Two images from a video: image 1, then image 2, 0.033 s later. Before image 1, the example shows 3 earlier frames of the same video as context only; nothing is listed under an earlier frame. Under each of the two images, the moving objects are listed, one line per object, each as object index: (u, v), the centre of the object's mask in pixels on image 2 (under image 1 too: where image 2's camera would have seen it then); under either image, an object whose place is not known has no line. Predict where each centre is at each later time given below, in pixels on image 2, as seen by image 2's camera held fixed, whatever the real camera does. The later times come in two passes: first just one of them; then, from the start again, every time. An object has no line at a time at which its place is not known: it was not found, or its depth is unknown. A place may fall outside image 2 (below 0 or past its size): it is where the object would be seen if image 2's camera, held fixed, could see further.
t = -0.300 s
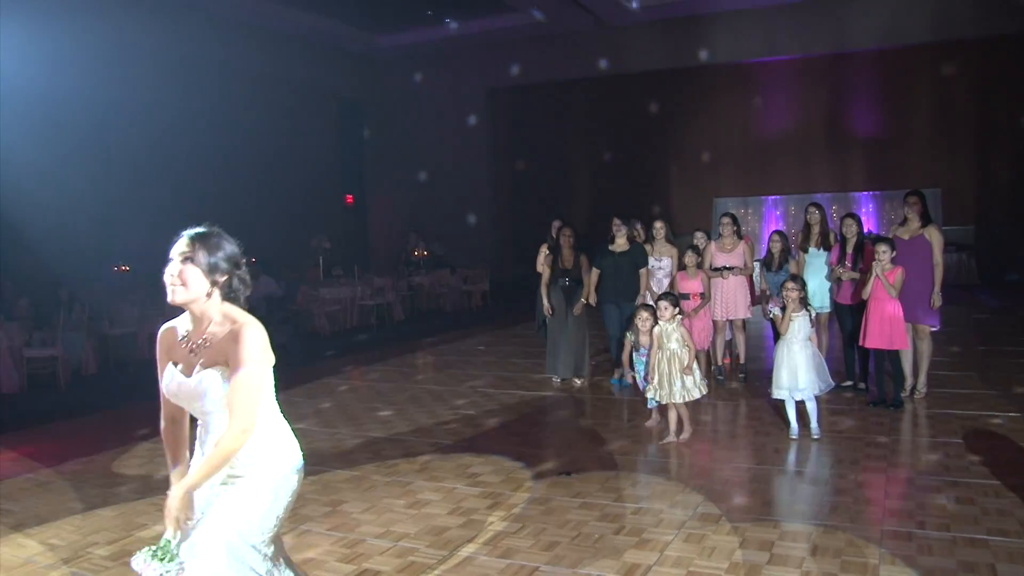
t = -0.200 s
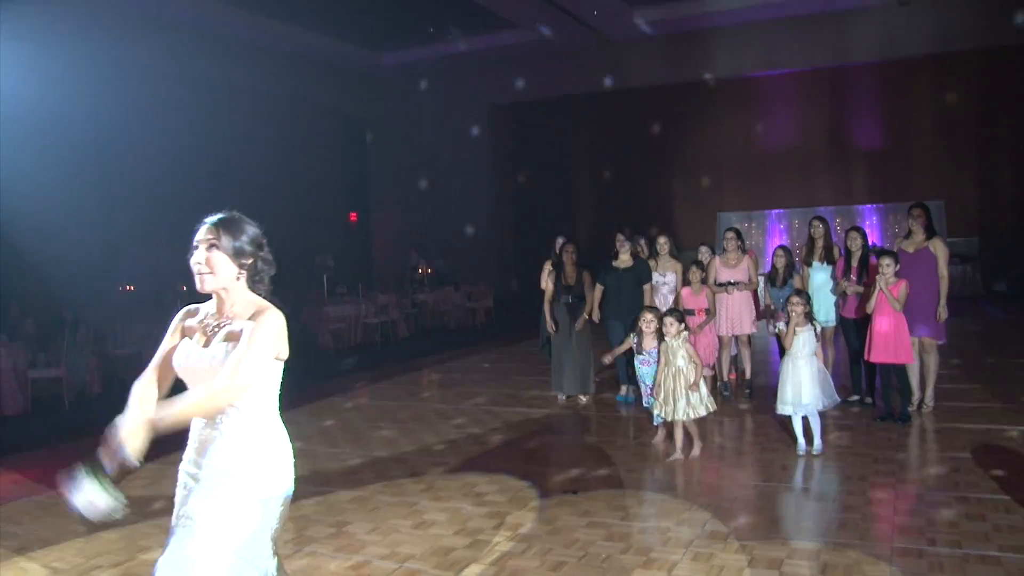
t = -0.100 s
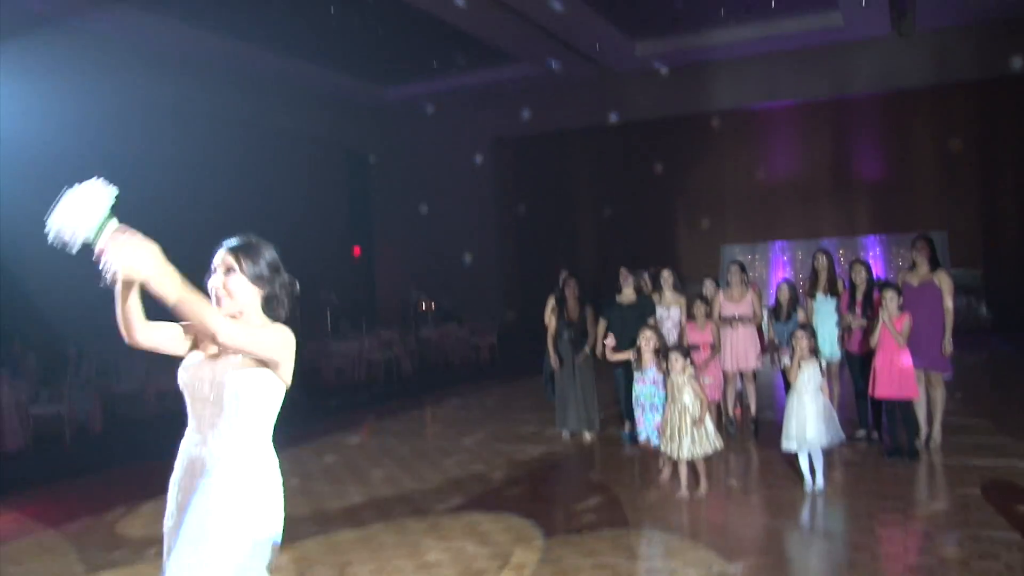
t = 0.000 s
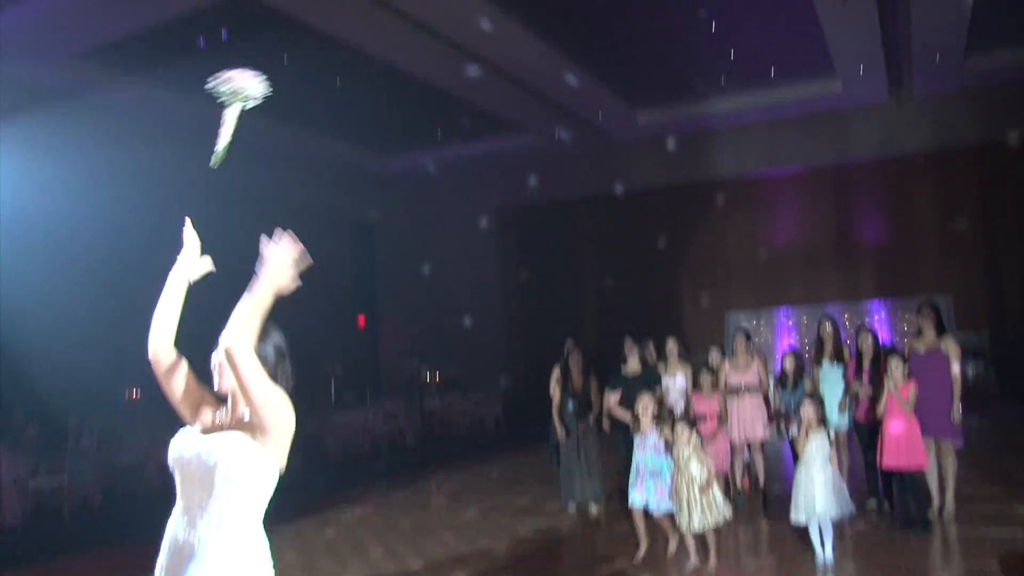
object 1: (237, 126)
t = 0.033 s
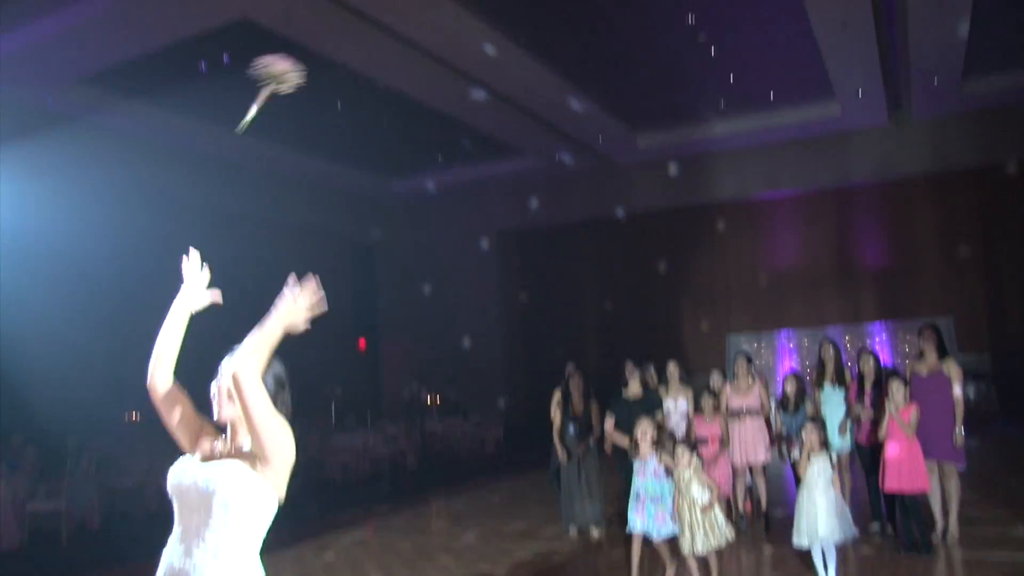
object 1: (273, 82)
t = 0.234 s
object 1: (416, -36)
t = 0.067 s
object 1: (305, 48)
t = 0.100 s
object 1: (335, 22)
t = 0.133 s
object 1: (358, 2)
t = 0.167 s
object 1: (379, -14)
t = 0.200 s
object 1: (398, -27)
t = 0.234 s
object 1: (416, -36)
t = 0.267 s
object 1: (431, -41)
